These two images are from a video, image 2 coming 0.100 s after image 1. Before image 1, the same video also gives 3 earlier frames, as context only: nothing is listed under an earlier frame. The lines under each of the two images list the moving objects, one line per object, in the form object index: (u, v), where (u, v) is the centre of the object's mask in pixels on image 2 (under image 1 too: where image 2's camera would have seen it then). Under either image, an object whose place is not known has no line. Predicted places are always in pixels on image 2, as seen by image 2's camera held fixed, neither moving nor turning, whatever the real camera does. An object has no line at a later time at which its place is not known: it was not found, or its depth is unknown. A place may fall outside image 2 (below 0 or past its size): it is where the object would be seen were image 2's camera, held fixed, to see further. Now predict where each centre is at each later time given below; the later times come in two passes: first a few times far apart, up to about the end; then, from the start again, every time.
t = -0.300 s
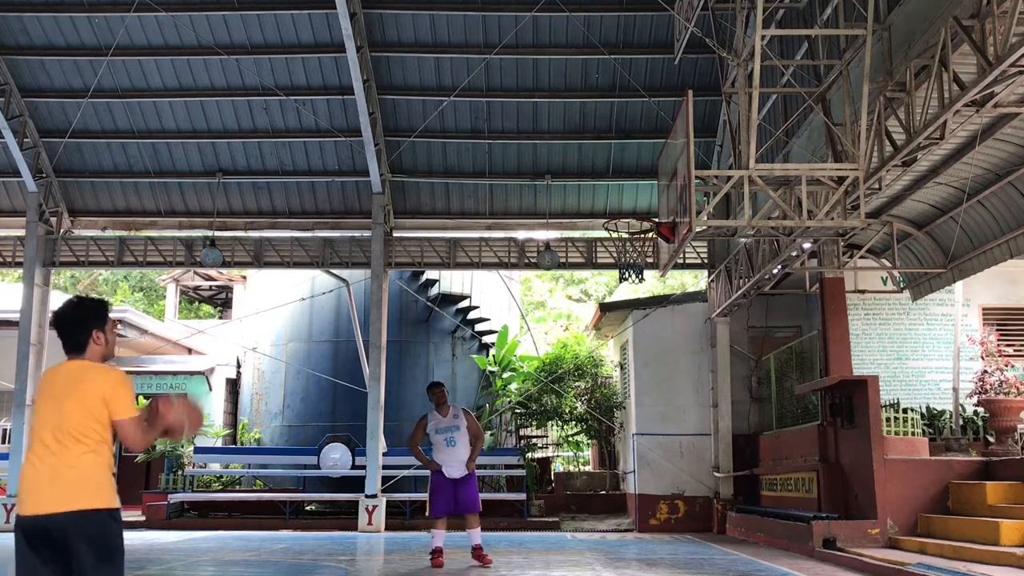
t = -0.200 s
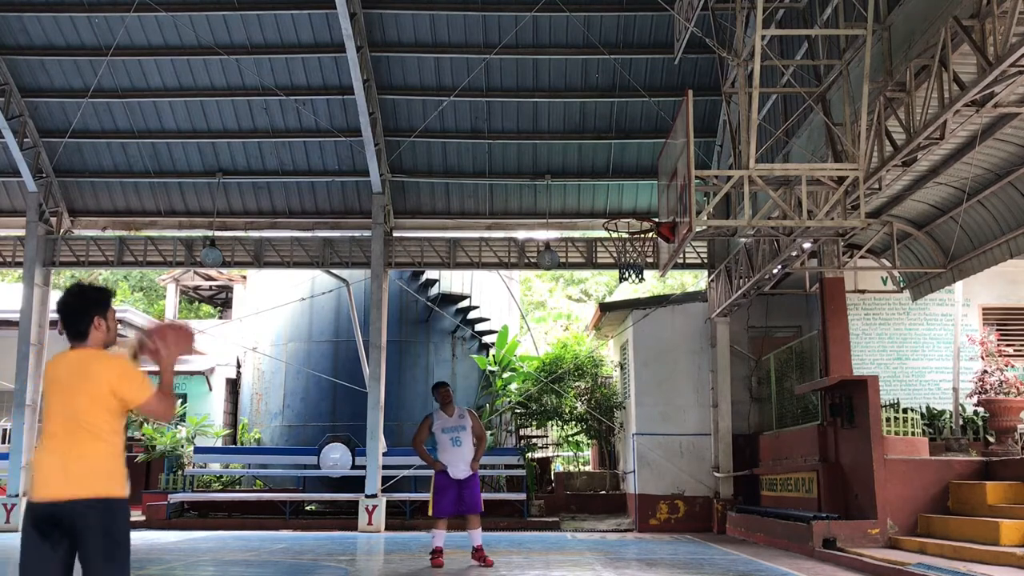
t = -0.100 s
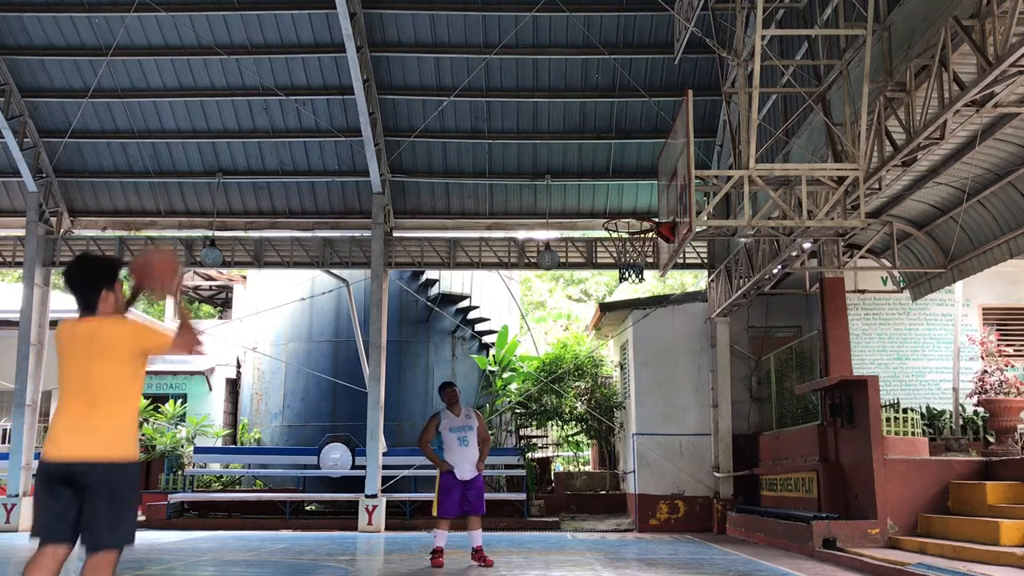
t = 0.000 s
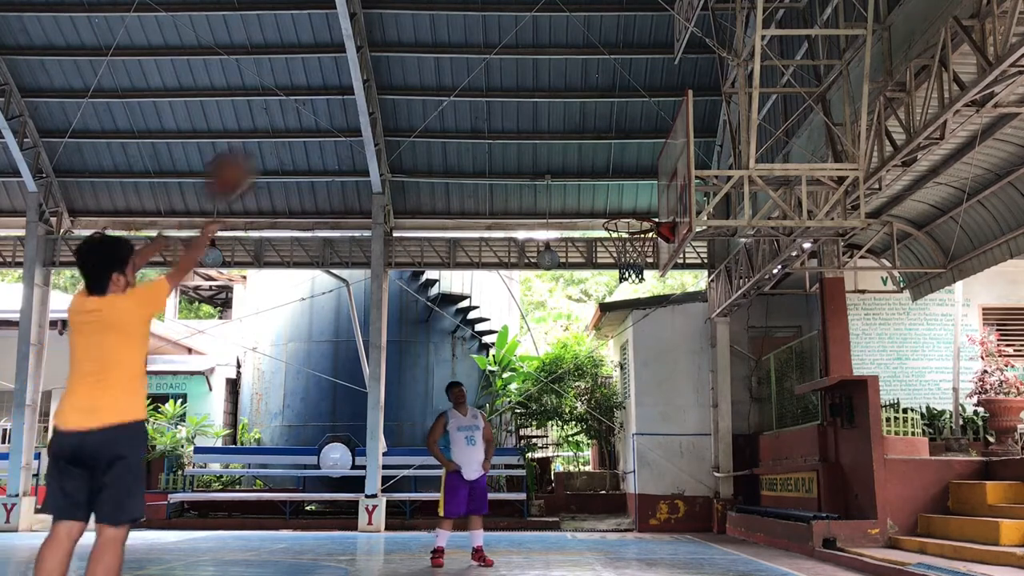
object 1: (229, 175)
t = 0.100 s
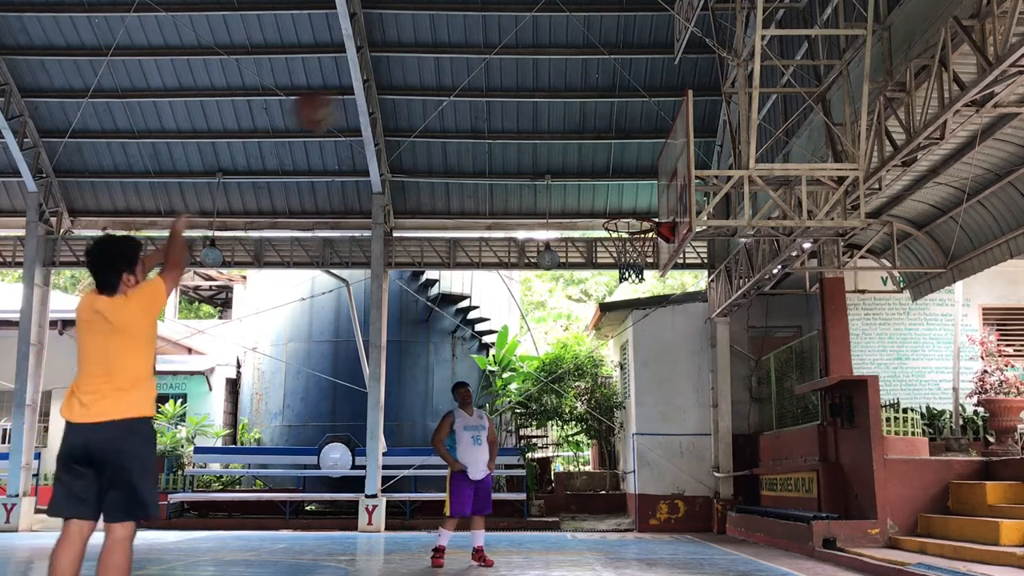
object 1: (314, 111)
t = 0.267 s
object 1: (423, 60)
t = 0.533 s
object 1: (548, 69)
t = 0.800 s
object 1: (633, 150)
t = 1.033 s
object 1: (619, 214)
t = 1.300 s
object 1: (525, 228)
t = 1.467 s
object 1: (469, 273)
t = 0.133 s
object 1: (339, 96)
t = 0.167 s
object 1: (364, 83)
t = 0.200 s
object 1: (388, 73)
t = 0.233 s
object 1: (405, 66)
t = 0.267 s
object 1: (423, 60)
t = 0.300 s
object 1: (443, 57)
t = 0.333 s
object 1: (460, 53)
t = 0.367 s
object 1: (477, 52)
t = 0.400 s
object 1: (492, 53)
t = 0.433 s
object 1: (506, 56)
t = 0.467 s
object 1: (521, 60)
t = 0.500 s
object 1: (534, 63)
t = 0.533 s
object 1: (548, 69)
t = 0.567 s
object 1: (560, 77)
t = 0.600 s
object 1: (572, 84)
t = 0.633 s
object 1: (582, 91)
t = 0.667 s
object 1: (594, 104)
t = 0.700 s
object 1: (604, 115)
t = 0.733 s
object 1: (614, 126)
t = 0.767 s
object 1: (626, 140)
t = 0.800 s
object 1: (633, 150)
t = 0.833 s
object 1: (642, 163)
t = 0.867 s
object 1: (651, 178)
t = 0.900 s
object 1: (659, 194)
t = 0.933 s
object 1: (651, 204)
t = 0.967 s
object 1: (641, 213)
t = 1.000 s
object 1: (631, 219)
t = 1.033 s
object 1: (619, 214)
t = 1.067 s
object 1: (607, 212)
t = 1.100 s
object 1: (594, 211)
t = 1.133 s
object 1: (584, 211)
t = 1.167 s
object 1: (573, 213)
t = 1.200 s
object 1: (561, 215)
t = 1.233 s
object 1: (550, 218)
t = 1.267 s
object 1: (538, 222)
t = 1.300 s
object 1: (525, 228)
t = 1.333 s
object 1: (514, 235)
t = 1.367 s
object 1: (503, 244)
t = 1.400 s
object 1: (492, 253)
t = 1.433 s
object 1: (480, 261)
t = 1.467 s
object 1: (469, 273)
